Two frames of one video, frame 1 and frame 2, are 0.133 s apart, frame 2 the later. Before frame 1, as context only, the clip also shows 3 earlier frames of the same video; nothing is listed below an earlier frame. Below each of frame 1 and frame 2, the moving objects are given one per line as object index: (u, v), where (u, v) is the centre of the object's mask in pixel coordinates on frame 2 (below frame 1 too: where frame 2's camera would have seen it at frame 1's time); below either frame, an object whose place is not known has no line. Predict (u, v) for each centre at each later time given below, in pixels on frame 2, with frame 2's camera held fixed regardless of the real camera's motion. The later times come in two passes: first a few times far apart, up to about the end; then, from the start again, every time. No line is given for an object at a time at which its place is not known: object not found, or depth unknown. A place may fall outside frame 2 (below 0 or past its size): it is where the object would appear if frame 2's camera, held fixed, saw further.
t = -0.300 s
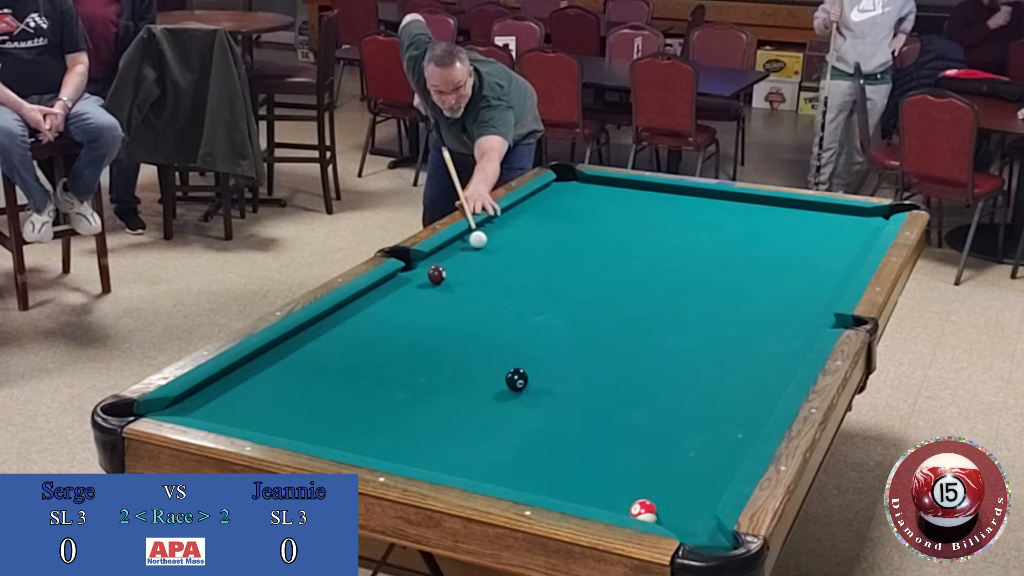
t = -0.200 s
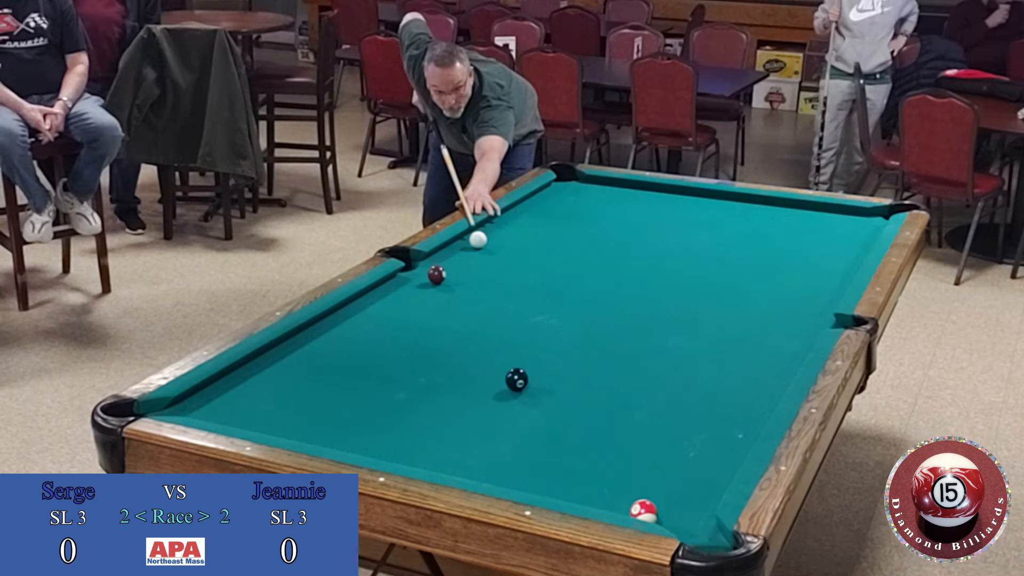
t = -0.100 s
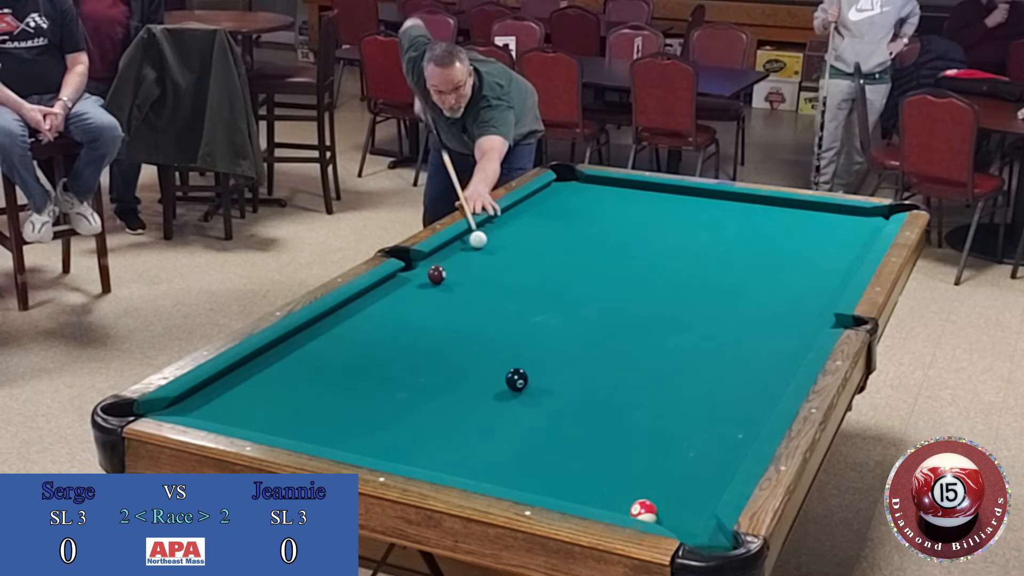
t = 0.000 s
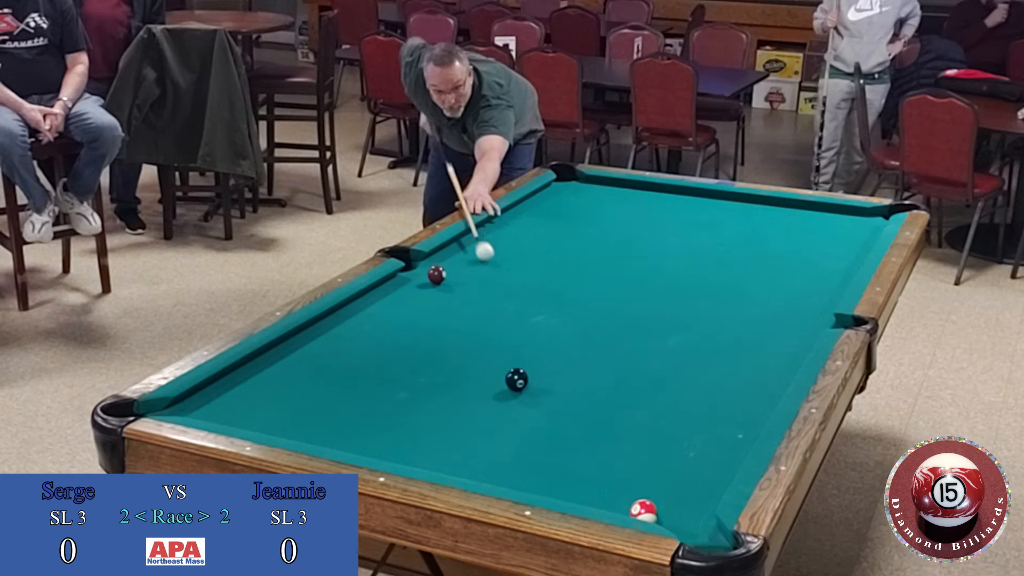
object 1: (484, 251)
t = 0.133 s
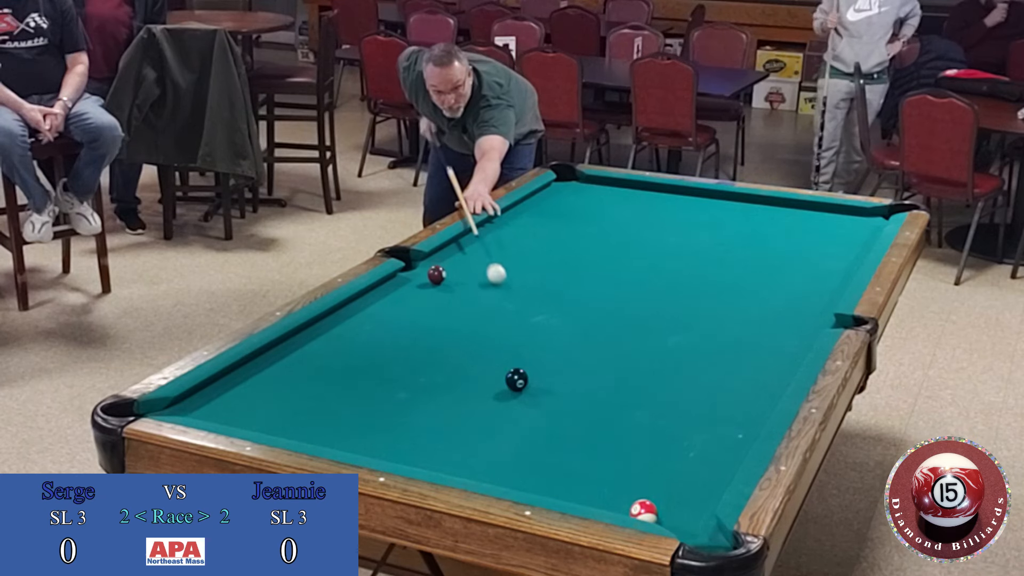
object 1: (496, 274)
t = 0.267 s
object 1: (509, 298)
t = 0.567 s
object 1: (544, 364)
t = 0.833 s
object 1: (585, 440)
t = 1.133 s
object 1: (613, 496)
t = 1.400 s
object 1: (628, 467)
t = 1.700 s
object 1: (642, 440)
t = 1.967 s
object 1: (653, 419)
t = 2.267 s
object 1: (664, 398)
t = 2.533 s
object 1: (672, 381)
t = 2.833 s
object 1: (680, 365)
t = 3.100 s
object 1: (687, 352)
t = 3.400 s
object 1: (695, 340)
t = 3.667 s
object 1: (701, 330)
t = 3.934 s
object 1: (706, 322)
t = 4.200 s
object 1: (712, 315)
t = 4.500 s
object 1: (717, 307)
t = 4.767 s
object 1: (720, 302)
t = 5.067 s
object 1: (723, 296)
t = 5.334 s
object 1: (726, 292)
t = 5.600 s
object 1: (729, 289)
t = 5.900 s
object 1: (731, 286)
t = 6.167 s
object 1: (733, 284)
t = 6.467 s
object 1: (735, 283)
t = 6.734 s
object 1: (736, 282)
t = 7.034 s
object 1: (737, 282)
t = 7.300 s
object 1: (737, 282)
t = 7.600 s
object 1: (737, 282)
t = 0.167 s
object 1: (499, 280)
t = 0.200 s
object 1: (502, 286)
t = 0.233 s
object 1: (506, 292)
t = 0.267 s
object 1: (509, 298)
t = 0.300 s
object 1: (512, 305)
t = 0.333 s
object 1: (516, 311)
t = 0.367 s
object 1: (520, 318)
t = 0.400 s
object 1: (523, 325)
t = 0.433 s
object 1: (527, 332)
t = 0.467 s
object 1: (532, 340)
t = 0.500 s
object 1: (536, 348)
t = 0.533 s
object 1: (540, 356)
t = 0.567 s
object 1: (544, 364)
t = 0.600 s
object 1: (549, 372)
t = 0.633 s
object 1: (554, 381)
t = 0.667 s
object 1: (558, 390)
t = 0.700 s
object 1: (563, 399)
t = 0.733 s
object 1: (568, 409)
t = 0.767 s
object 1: (574, 419)
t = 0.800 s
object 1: (579, 429)
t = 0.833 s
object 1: (585, 440)
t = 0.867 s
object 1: (591, 451)
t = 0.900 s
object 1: (597, 462)
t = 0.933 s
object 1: (603, 474)
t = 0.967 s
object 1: (610, 486)
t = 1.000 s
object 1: (616, 497)
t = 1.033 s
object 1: (616, 504)
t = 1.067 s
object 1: (612, 503)
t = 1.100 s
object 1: (612, 500)
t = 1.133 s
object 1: (613, 496)
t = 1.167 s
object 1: (615, 492)
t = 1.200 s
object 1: (617, 488)
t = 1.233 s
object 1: (619, 484)
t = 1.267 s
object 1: (620, 481)
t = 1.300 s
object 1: (622, 477)
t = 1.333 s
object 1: (624, 474)
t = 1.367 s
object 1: (626, 471)
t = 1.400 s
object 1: (628, 467)
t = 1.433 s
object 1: (629, 464)
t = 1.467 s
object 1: (631, 461)
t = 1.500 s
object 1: (633, 458)
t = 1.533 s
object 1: (634, 455)
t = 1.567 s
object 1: (636, 451)
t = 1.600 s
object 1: (637, 448)
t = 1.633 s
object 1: (639, 446)
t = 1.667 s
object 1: (640, 443)
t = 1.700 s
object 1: (642, 440)
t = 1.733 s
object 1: (643, 437)
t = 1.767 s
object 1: (645, 434)
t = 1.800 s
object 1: (646, 432)
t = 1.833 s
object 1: (648, 429)
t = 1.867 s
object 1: (649, 426)
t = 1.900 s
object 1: (650, 424)
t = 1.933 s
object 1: (652, 421)
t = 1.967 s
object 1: (653, 419)
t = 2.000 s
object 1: (654, 416)
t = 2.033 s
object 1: (656, 414)
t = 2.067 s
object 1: (657, 411)
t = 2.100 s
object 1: (658, 409)
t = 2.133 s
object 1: (659, 407)
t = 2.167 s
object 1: (660, 404)
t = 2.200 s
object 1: (661, 402)
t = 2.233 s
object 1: (663, 400)
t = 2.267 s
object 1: (664, 398)
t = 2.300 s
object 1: (665, 396)
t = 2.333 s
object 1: (666, 393)
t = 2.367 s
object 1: (667, 391)
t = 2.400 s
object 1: (668, 389)
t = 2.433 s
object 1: (669, 387)
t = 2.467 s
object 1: (670, 385)
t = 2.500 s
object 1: (671, 383)
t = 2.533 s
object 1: (672, 381)
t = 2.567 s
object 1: (673, 379)
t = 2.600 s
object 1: (674, 377)
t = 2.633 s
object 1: (675, 376)
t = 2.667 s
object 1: (676, 374)
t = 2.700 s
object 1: (677, 372)
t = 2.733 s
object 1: (678, 370)
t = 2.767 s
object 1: (679, 368)
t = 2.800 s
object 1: (680, 367)
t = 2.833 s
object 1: (680, 365)
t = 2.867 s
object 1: (682, 363)
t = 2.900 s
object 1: (682, 362)
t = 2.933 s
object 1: (683, 360)
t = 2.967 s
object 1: (684, 358)
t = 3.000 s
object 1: (685, 357)
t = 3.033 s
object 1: (686, 355)
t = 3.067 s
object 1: (687, 354)
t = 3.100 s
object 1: (687, 352)
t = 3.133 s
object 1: (688, 351)
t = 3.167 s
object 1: (689, 350)
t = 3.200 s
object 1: (690, 348)
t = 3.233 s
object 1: (691, 347)
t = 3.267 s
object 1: (692, 345)
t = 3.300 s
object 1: (692, 344)
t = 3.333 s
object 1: (693, 343)
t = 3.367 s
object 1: (694, 341)
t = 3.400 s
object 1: (695, 340)
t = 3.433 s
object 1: (696, 339)
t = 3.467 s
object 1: (696, 338)
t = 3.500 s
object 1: (697, 336)
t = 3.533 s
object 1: (698, 335)
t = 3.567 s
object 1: (699, 334)
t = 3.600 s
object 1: (699, 333)
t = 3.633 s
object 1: (700, 332)
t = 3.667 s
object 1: (701, 330)
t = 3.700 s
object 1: (701, 329)
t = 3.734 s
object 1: (702, 328)
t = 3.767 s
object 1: (703, 327)
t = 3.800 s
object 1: (704, 326)
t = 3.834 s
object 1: (704, 325)
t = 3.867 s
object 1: (705, 324)
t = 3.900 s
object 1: (706, 323)
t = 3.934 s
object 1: (706, 322)
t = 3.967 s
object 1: (707, 321)
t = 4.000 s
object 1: (708, 320)
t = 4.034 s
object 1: (708, 319)
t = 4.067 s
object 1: (709, 318)
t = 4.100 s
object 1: (710, 317)
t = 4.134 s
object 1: (710, 316)
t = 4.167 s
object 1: (711, 316)
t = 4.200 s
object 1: (712, 315)
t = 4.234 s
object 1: (712, 314)
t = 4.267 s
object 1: (713, 313)
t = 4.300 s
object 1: (713, 312)
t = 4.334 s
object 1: (714, 311)
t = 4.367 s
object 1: (715, 311)
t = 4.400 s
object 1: (715, 310)
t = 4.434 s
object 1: (716, 309)
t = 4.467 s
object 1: (716, 308)
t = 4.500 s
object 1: (717, 307)
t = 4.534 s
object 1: (717, 307)
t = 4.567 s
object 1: (717, 306)
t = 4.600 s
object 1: (718, 305)
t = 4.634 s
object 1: (718, 304)
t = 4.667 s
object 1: (719, 304)
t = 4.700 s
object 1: (719, 303)
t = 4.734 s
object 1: (720, 302)
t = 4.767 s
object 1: (720, 302)
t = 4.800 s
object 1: (721, 301)
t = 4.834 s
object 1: (721, 300)
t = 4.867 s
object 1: (721, 300)
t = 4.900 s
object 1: (722, 299)
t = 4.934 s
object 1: (722, 299)
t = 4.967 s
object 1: (722, 298)
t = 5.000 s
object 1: (723, 297)
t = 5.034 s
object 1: (723, 297)
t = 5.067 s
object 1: (723, 296)
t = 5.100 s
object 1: (724, 296)
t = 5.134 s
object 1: (724, 295)
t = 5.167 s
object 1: (724, 295)
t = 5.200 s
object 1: (725, 294)
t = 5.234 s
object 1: (725, 294)
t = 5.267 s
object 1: (725, 293)
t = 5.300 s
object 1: (726, 293)
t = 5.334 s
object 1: (726, 292)
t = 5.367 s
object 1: (726, 292)
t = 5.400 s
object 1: (727, 291)
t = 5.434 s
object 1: (727, 291)
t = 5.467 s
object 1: (727, 290)
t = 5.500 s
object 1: (728, 290)
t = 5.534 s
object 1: (728, 290)
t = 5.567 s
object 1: (728, 289)
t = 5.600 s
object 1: (729, 289)
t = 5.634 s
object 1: (729, 288)
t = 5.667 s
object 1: (729, 288)
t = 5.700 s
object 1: (730, 288)
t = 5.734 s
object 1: (730, 287)
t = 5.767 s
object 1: (730, 287)
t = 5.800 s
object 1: (730, 287)
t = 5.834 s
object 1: (731, 286)
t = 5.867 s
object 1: (731, 286)
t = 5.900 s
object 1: (731, 286)
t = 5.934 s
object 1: (731, 286)
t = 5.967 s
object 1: (732, 286)
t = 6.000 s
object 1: (732, 285)
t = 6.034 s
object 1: (732, 285)
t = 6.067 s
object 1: (733, 285)
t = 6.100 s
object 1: (733, 285)
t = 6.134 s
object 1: (733, 284)
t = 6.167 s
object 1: (733, 284)
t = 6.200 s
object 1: (733, 284)
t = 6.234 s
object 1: (734, 284)
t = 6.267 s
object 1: (734, 283)
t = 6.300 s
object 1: (734, 283)
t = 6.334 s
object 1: (734, 283)
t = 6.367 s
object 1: (734, 283)
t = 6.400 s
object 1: (735, 283)
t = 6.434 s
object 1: (735, 283)
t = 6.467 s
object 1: (735, 283)
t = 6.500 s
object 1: (735, 283)
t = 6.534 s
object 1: (735, 282)
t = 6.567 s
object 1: (736, 282)
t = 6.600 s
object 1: (736, 282)
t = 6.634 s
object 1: (736, 282)
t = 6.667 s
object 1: (736, 282)
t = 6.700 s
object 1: (736, 282)
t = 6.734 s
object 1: (736, 282)
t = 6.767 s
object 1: (736, 282)
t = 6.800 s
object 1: (737, 282)
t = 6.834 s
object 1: (737, 282)
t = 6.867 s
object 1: (737, 282)
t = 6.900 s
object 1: (737, 282)
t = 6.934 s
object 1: (737, 282)
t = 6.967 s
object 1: (737, 282)
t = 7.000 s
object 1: (737, 282)
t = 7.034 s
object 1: (737, 282)
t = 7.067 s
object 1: (737, 282)
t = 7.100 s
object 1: (737, 282)
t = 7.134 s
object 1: (737, 282)
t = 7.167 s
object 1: (737, 282)
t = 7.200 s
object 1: (737, 282)
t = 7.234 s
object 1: (737, 282)
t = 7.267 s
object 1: (737, 282)
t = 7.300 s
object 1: (737, 282)
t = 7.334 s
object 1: (737, 282)
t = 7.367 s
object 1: (737, 282)
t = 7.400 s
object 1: (737, 282)
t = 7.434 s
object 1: (737, 282)
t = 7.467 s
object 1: (737, 282)
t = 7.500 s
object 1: (737, 282)
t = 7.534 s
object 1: (737, 282)
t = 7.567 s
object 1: (737, 282)
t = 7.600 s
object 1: (737, 282)
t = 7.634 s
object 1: (737, 282)
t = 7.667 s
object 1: (737, 282)
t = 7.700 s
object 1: (737, 282)
